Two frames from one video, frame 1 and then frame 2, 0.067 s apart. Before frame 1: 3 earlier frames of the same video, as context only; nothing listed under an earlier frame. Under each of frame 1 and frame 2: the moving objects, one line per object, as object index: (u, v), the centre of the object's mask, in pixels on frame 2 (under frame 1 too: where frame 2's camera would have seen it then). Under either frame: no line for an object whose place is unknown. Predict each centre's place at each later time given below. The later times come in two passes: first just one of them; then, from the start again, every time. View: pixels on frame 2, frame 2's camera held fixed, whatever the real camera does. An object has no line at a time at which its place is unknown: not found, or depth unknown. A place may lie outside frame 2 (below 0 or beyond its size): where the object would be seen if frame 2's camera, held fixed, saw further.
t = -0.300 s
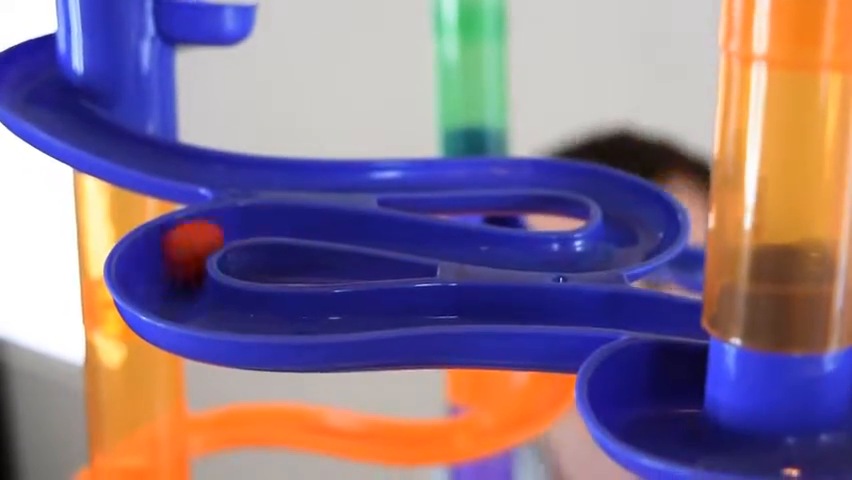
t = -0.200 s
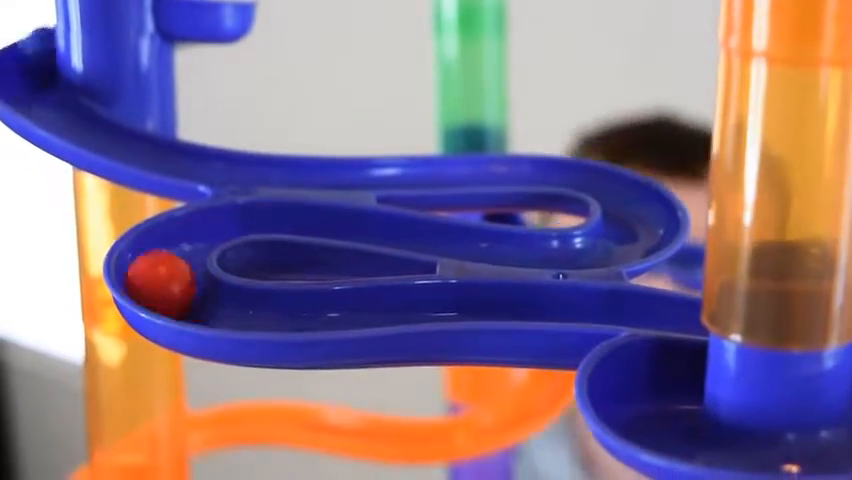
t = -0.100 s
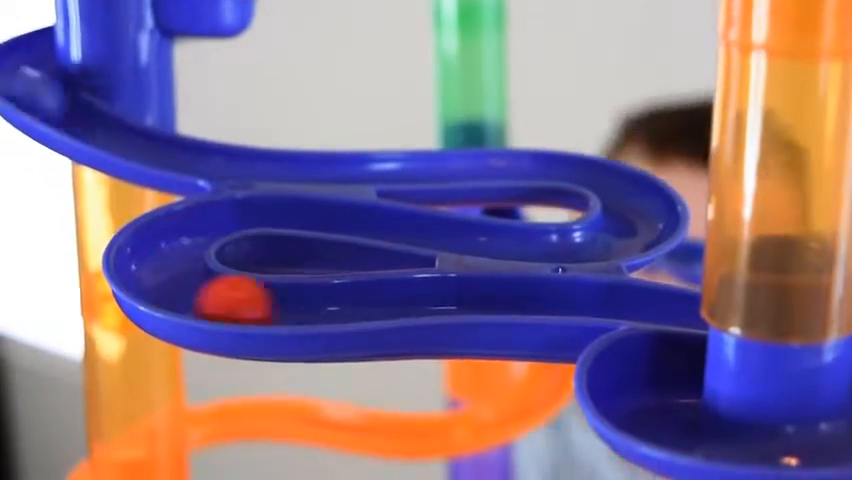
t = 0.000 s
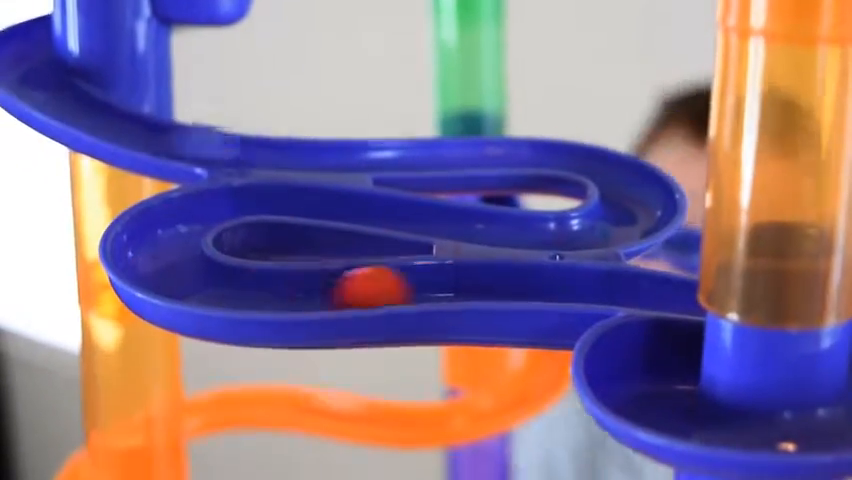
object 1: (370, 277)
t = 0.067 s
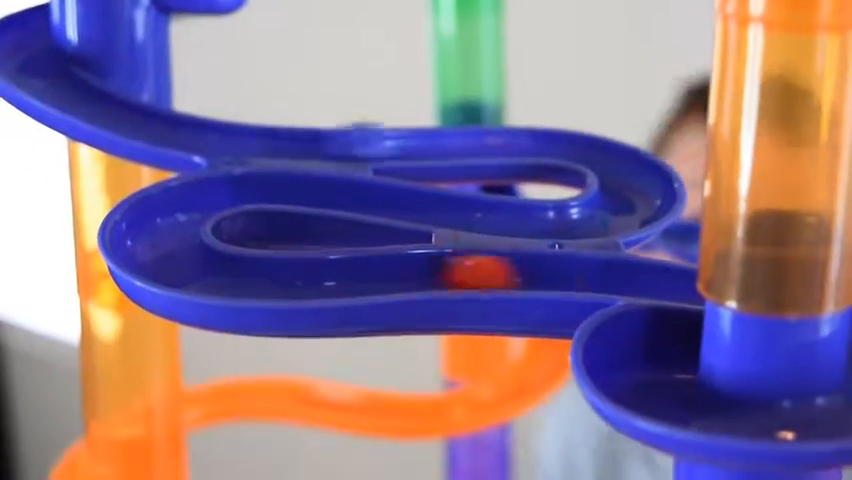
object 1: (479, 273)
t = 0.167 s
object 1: (663, 283)
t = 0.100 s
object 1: (539, 276)
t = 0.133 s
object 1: (599, 279)
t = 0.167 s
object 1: (663, 283)
